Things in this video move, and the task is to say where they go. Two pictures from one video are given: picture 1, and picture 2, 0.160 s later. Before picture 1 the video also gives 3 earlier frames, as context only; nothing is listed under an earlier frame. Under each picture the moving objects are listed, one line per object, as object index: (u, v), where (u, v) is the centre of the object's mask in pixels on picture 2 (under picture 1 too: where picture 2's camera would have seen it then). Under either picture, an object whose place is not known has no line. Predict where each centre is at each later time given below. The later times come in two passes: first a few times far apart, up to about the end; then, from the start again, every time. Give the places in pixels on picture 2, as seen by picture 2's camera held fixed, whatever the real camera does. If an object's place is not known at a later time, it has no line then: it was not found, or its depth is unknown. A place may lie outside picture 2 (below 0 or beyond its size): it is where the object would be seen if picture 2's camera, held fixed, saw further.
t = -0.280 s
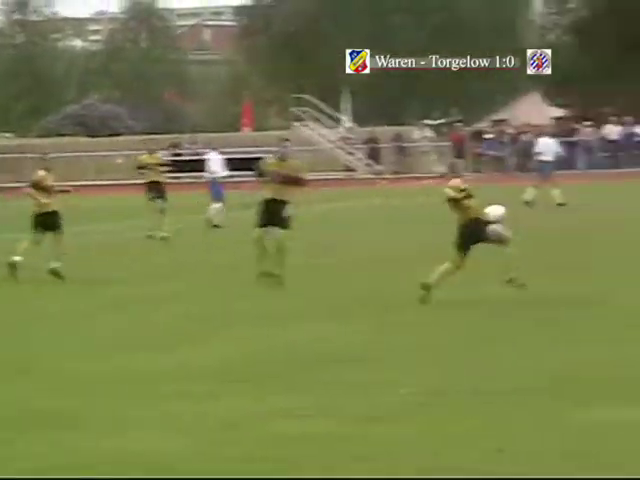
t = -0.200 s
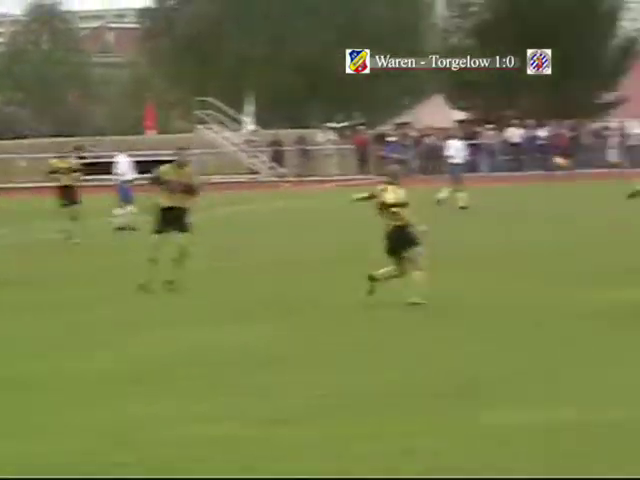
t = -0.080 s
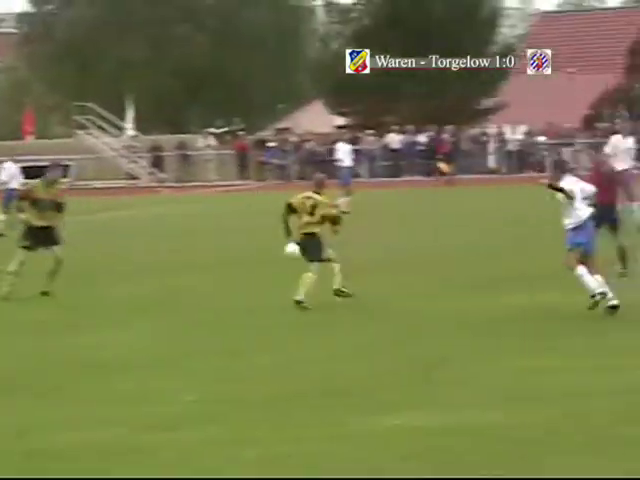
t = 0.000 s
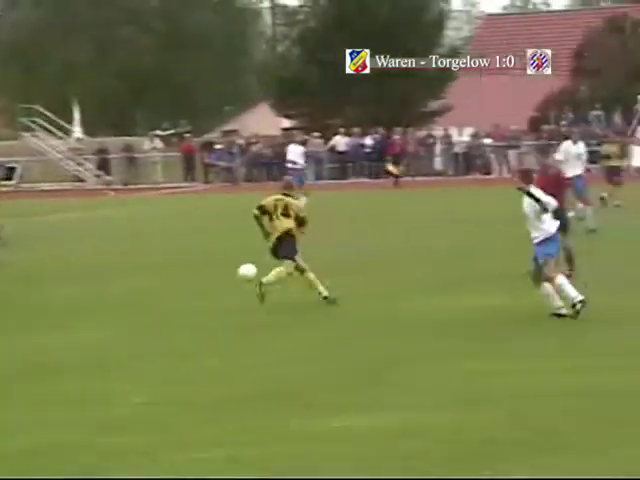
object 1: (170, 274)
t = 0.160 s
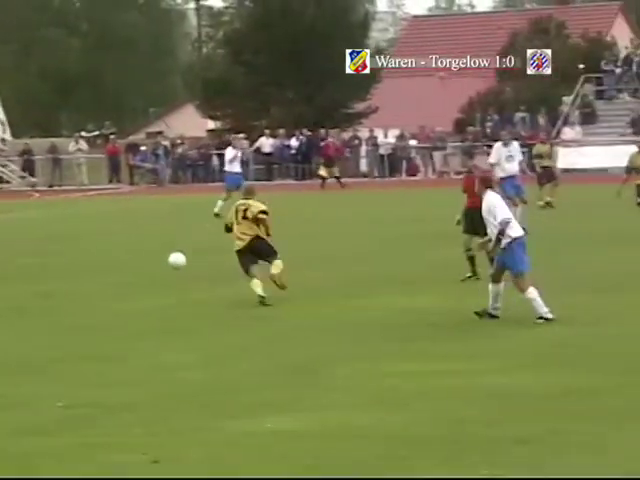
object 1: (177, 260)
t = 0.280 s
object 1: (178, 246)
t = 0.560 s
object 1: (184, 260)
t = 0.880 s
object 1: (188, 259)
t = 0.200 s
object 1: (177, 254)
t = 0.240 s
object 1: (178, 250)
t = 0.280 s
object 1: (178, 246)
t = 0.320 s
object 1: (178, 245)
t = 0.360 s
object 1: (180, 244)
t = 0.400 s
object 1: (180, 245)
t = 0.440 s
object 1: (181, 247)
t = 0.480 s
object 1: (182, 250)
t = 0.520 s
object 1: (183, 254)
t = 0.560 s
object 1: (184, 260)
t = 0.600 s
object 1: (184, 266)
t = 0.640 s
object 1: (186, 273)
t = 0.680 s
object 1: (186, 268)
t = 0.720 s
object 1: (186, 264)
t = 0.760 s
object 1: (187, 261)
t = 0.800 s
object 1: (187, 259)
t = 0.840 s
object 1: (187, 258)
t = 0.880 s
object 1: (188, 259)
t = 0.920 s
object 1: (189, 261)
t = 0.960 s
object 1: (190, 265)
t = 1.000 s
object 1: (189, 266)
